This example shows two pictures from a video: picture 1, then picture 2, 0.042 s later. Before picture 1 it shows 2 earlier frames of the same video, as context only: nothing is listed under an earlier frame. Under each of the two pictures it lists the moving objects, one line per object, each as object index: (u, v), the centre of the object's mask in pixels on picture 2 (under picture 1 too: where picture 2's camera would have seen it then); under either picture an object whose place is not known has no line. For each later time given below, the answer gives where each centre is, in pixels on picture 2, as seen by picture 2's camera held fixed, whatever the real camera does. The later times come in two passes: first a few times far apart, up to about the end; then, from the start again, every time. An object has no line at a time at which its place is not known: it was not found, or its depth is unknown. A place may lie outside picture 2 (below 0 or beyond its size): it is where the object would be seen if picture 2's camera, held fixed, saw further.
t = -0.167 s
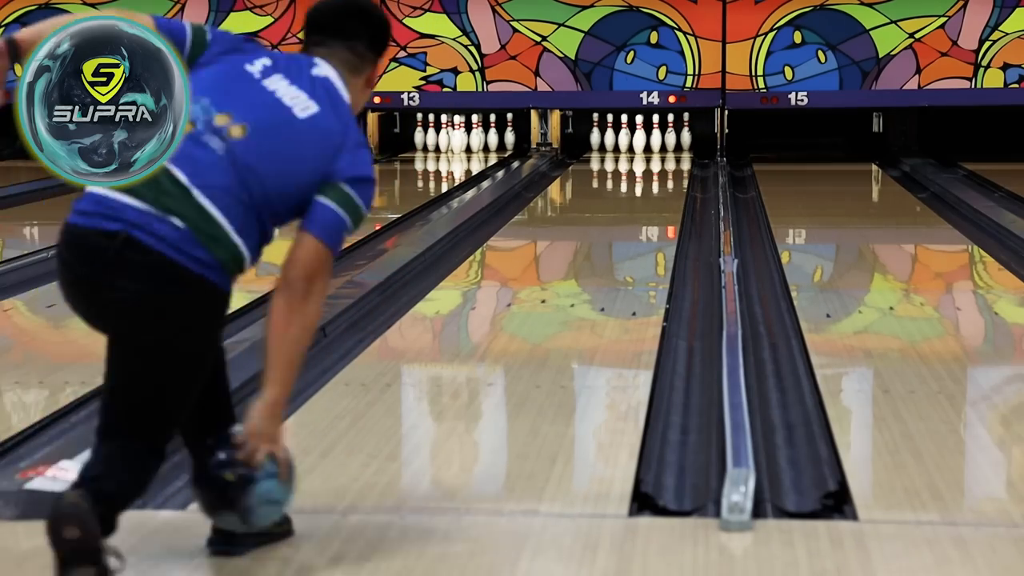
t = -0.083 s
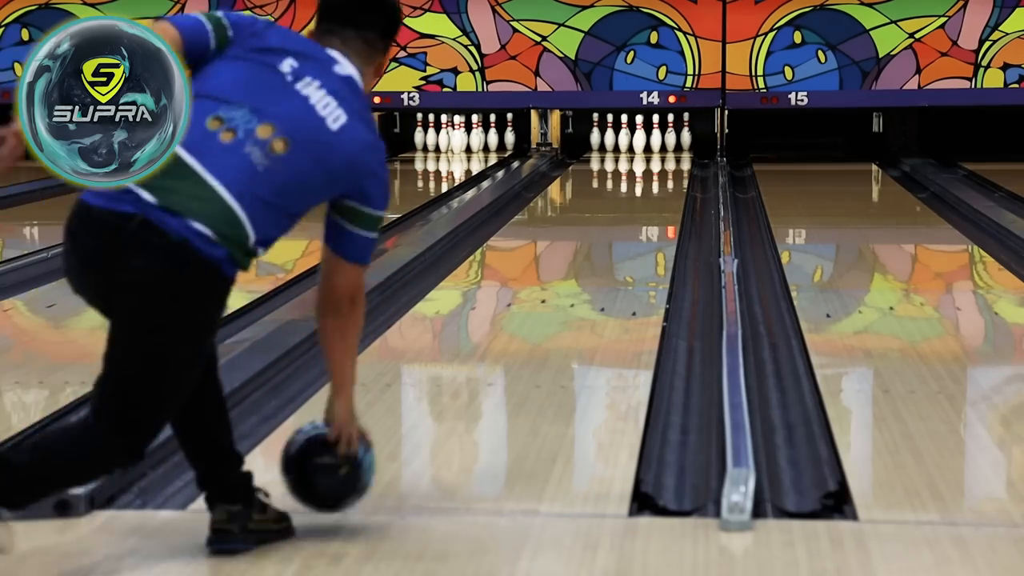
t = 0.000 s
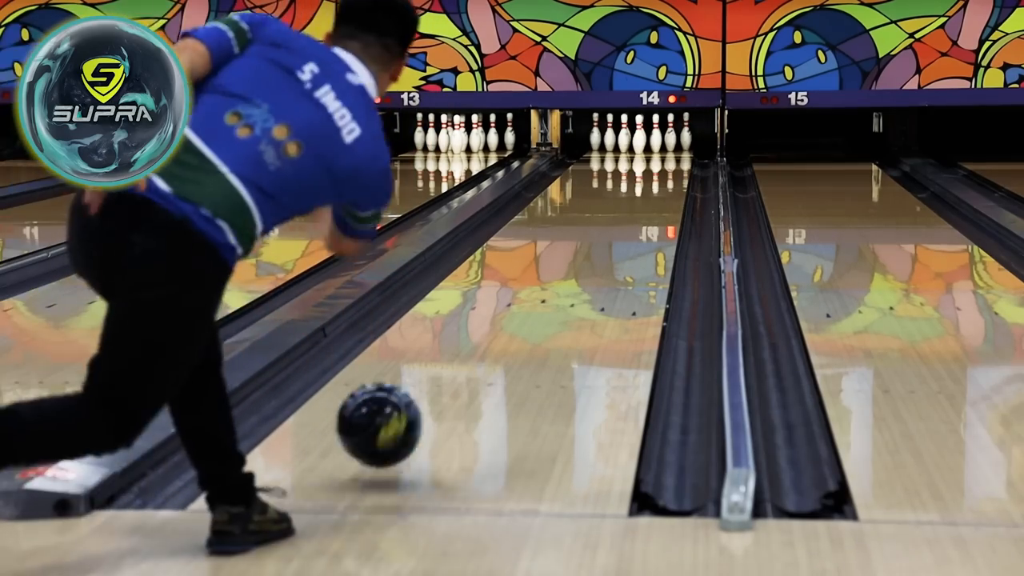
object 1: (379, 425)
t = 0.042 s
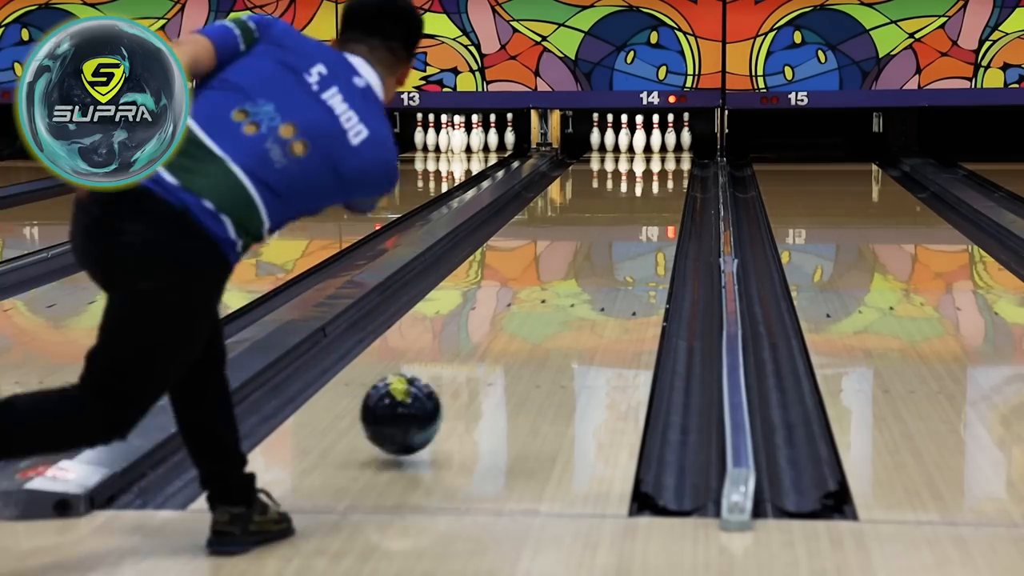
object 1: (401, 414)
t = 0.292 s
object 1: (498, 342)
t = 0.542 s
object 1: (560, 289)
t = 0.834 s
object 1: (607, 247)
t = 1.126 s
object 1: (640, 218)
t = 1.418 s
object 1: (662, 196)
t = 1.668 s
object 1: (674, 181)
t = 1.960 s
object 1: (678, 167)
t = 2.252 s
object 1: (671, 156)
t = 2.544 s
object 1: (657, 149)
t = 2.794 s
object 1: (649, 143)
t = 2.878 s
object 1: (649, 142)
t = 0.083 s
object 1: (421, 405)
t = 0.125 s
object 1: (439, 388)
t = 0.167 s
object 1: (455, 377)
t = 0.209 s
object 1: (470, 364)
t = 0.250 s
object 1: (484, 352)
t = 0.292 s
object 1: (498, 342)
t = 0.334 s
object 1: (510, 331)
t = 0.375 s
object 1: (521, 321)
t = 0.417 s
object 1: (532, 313)
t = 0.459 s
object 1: (541, 305)
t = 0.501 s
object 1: (551, 296)
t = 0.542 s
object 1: (560, 289)
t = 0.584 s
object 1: (567, 282)
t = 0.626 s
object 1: (575, 276)
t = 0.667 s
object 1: (582, 269)
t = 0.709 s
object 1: (589, 263)
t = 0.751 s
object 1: (596, 257)
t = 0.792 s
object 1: (602, 252)
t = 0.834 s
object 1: (607, 247)
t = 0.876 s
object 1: (613, 243)
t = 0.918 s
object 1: (618, 238)
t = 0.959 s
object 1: (623, 233)
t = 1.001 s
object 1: (627, 229)
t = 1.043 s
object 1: (632, 225)
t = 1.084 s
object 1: (636, 221)
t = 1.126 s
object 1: (640, 218)
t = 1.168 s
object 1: (644, 214)
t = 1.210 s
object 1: (647, 211)
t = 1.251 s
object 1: (650, 208)
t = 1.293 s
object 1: (654, 204)
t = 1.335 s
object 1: (657, 201)
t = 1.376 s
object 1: (659, 198)
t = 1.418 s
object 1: (662, 196)
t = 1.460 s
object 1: (664, 193)
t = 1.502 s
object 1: (666, 190)
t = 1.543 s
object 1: (669, 188)
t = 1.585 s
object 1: (670, 186)
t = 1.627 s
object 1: (672, 183)
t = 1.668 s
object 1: (674, 181)
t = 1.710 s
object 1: (675, 179)
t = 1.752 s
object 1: (676, 177)
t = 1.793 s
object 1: (677, 175)
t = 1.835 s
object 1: (677, 173)
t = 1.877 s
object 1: (677, 171)
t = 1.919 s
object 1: (678, 169)
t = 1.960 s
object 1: (678, 167)
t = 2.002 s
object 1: (678, 166)
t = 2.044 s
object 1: (678, 164)
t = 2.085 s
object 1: (677, 163)
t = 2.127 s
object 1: (675, 161)
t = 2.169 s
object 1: (674, 160)
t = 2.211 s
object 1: (673, 158)
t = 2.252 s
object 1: (671, 156)
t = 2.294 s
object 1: (669, 155)
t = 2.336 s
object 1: (666, 154)
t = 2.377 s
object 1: (665, 153)
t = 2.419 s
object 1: (663, 152)
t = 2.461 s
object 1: (661, 151)
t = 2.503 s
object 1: (659, 150)
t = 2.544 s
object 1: (657, 149)
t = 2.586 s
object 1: (655, 148)
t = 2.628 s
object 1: (654, 146)
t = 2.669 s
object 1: (651, 146)
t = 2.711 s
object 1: (650, 145)
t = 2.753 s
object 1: (648, 144)
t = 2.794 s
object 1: (649, 143)
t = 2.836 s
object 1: (649, 143)
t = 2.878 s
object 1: (649, 142)
